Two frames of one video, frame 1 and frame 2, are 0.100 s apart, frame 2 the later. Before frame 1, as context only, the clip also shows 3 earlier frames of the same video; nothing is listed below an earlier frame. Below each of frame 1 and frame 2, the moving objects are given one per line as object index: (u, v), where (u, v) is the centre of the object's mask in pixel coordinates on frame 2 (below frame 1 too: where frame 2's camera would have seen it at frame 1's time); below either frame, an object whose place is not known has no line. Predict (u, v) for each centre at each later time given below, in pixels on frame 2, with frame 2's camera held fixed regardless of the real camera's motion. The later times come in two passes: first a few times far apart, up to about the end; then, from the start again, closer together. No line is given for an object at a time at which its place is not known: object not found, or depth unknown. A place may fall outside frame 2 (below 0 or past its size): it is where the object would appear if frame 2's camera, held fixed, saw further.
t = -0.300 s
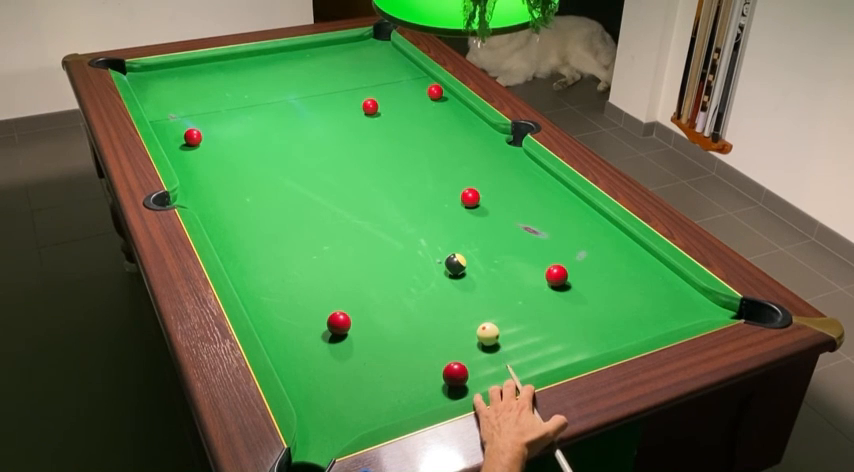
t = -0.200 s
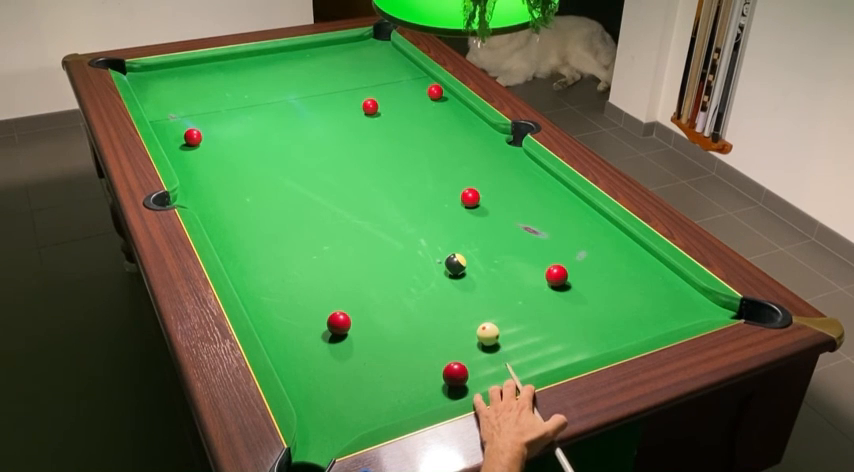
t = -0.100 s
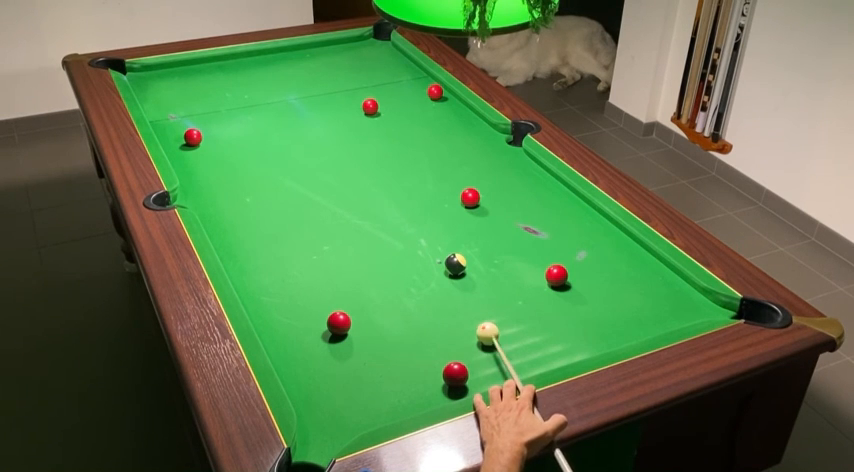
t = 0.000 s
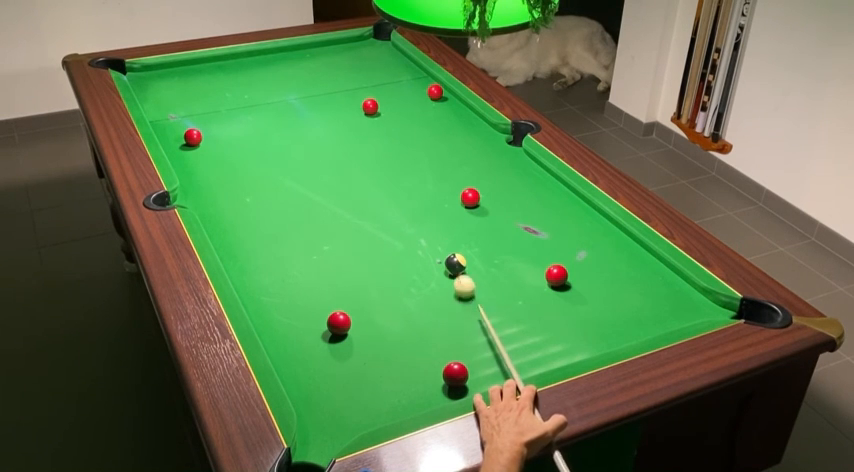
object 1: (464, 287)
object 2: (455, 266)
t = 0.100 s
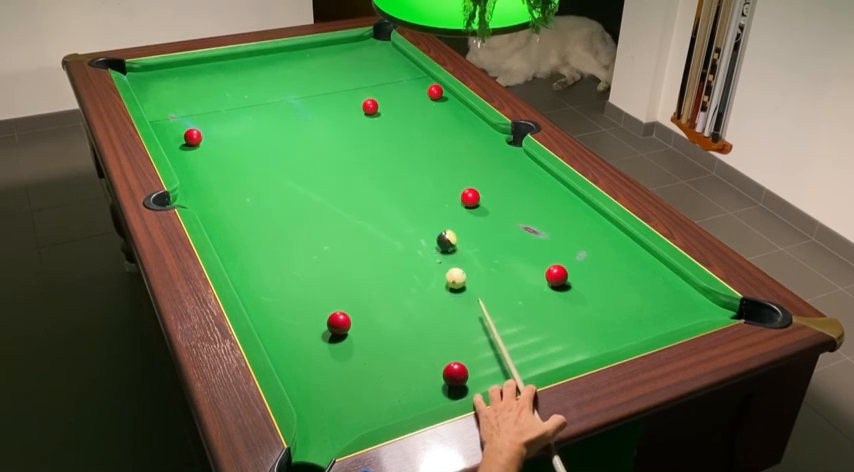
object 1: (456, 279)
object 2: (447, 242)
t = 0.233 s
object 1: (446, 271)
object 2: (435, 213)
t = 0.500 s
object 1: (428, 257)
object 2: (419, 168)
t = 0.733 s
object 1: (414, 246)
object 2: (407, 135)
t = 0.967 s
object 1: (401, 236)
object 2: (397, 107)
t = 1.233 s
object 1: (388, 227)
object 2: (388, 80)
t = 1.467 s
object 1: (378, 220)
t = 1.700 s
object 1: (369, 213)
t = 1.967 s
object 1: (361, 208)
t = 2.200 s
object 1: (356, 204)
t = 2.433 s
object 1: (351, 201)
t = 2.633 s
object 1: (348, 199)
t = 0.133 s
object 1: (453, 277)
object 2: (443, 233)
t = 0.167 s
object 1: (451, 275)
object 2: (441, 226)
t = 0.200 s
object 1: (449, 273)
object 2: (438, 219)
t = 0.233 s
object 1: (446, 271)
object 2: (435, 213)
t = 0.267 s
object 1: (444, 270)
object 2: (434, 207)
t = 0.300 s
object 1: (442, 267)
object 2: (431, 201)
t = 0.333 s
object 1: (439, 265)
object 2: (429, 195)
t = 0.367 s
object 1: (437, 264)
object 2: (427, 189)
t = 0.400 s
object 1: (435, 262)
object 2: (425, 184)
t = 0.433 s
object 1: (432, 260)
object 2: (423, 178)
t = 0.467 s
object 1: (430, 258)
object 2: (421, 173)
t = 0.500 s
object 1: (428, 257)
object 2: (419, 168)
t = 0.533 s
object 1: (426, 255)
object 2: (417, 163)
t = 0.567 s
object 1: (424, 253)
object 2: (415, 158)
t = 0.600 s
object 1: (422, 252)
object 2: (414, 153)
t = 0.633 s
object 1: (420, 250)
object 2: (412, 149)
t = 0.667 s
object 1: (418, 249)
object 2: (411, 144)
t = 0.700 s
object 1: (415, 247)
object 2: (409, 139)
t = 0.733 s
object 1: (414, 246)
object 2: (407, 135)
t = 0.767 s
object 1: (412, 244)
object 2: (405, 131)
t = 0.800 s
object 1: (410, 243)
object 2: (404, 127)
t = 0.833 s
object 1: (408, 241)
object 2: (403, 123)
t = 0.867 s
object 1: (406, 240)
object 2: (402, 119)
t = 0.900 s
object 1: (404, 239)
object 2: (400, 115)
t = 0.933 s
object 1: (403, 237)
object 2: (398, 111)
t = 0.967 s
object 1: (401, 236)
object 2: (397, 107)
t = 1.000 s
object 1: (399, 235)
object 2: (396, 103)
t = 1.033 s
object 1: (398, 234)
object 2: (395, 100)
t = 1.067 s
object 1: (396, 232)
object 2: (394, 97)
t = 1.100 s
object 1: (394, 231)
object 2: (392, 93)
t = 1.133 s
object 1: (393, 230)
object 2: (391, 90)
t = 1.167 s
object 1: (391, 229)
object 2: (389, 86)
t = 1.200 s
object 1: (389, 228)
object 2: (388, 83)
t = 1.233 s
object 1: (388, 227)
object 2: (388, 80)
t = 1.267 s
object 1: (386, 225)
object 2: (387, 77)
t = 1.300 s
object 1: (385, 224)
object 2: (385, 74)
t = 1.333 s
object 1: (383, 223)
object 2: (384, 71)
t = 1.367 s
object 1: (382, 222)
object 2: (383, 67)
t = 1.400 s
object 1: (380, 221)
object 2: (382, 65)
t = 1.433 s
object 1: (379, 221)
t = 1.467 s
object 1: (378, 220)
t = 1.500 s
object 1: (376, 219)
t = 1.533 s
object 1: (375, 218)
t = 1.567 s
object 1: (374, 217)
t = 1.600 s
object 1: (373, 216)
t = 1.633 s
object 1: (372, 215)
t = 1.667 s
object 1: (370, 214)
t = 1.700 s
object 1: (369, 213)
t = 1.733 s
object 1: (368, 212)
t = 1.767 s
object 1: (367, 212)
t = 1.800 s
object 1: (366, 211)
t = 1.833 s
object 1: (365, 210)
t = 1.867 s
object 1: (364, 210)
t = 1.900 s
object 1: (363, 209)
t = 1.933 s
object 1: (362, 208)
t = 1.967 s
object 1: (361, 208)
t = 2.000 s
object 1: (361, 207)
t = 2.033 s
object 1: (360, 207)
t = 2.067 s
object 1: (359, 206)
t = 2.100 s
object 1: (358, 205)
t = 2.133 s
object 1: (357, 205)
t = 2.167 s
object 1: (357, 204)
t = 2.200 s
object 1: (356, 204)
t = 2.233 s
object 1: (355, 203)
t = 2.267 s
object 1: (354, 203)
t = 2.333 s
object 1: (353, 202)
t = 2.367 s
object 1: (352, 201)
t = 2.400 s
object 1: (352, 201)
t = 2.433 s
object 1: (351, 201)
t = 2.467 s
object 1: (351, 200)
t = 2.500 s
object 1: (350, 200)
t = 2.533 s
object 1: (350, 200)
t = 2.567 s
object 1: (349, 199)
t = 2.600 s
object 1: (349, 199)
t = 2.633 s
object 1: (348, 199)
